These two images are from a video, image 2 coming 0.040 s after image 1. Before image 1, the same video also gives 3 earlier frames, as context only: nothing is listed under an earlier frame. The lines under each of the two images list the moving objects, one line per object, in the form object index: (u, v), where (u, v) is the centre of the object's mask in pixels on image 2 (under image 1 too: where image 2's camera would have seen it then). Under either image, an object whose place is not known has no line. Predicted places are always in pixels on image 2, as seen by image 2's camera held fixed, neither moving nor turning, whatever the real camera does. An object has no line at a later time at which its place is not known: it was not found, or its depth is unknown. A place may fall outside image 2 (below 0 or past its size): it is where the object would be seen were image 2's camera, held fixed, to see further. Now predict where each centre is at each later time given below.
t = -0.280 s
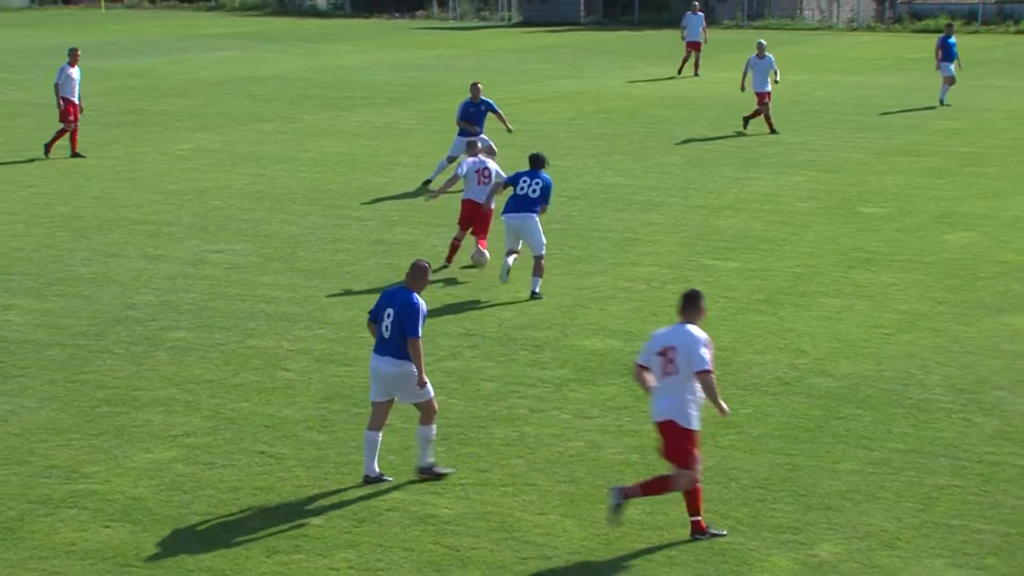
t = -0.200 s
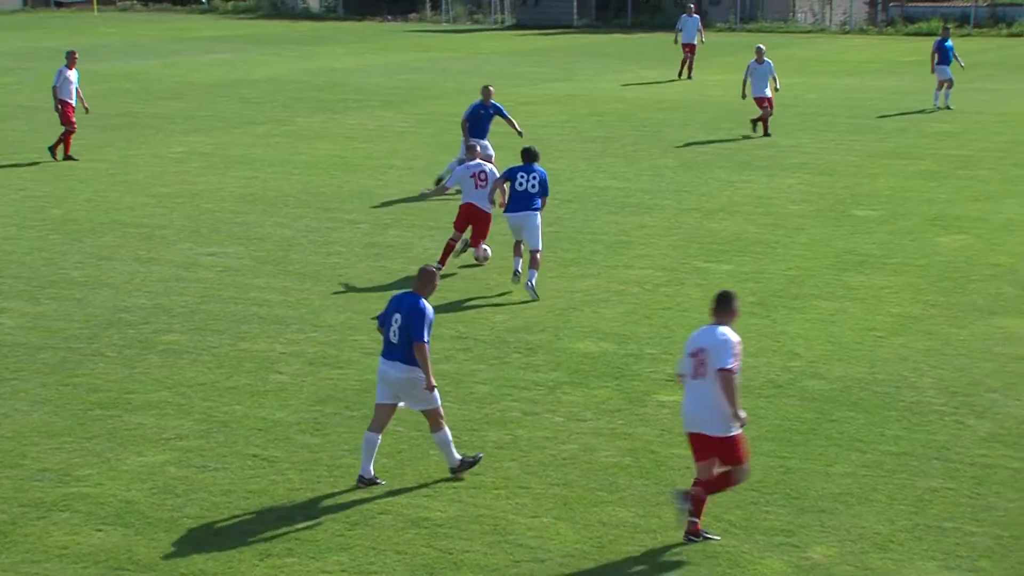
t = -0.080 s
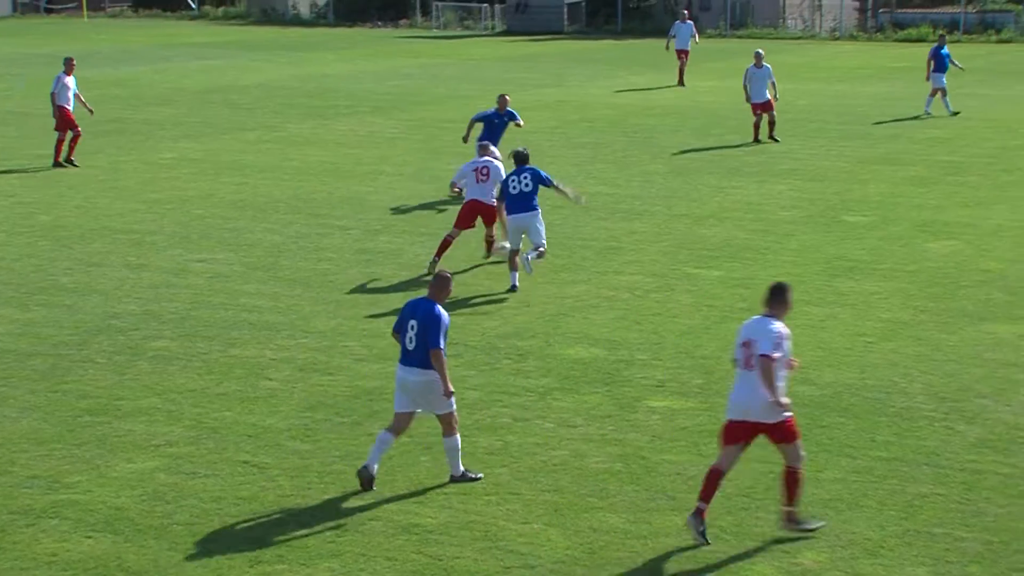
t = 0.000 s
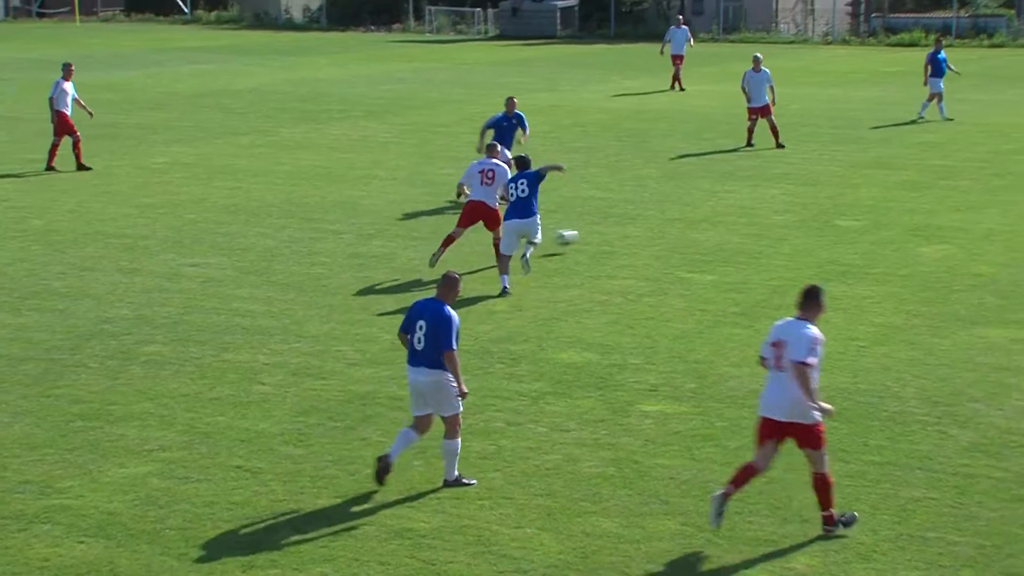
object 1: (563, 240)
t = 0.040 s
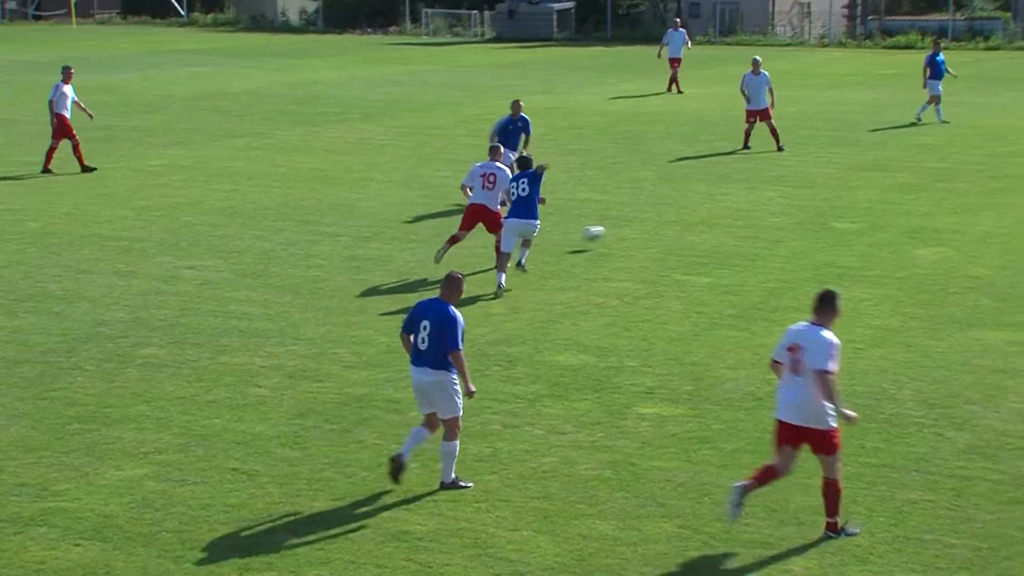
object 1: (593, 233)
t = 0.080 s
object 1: (622, 229)
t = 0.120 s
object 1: (650, 226)
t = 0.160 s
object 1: (677, 225)
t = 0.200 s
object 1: (703, 222)
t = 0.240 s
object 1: (724, 216)
